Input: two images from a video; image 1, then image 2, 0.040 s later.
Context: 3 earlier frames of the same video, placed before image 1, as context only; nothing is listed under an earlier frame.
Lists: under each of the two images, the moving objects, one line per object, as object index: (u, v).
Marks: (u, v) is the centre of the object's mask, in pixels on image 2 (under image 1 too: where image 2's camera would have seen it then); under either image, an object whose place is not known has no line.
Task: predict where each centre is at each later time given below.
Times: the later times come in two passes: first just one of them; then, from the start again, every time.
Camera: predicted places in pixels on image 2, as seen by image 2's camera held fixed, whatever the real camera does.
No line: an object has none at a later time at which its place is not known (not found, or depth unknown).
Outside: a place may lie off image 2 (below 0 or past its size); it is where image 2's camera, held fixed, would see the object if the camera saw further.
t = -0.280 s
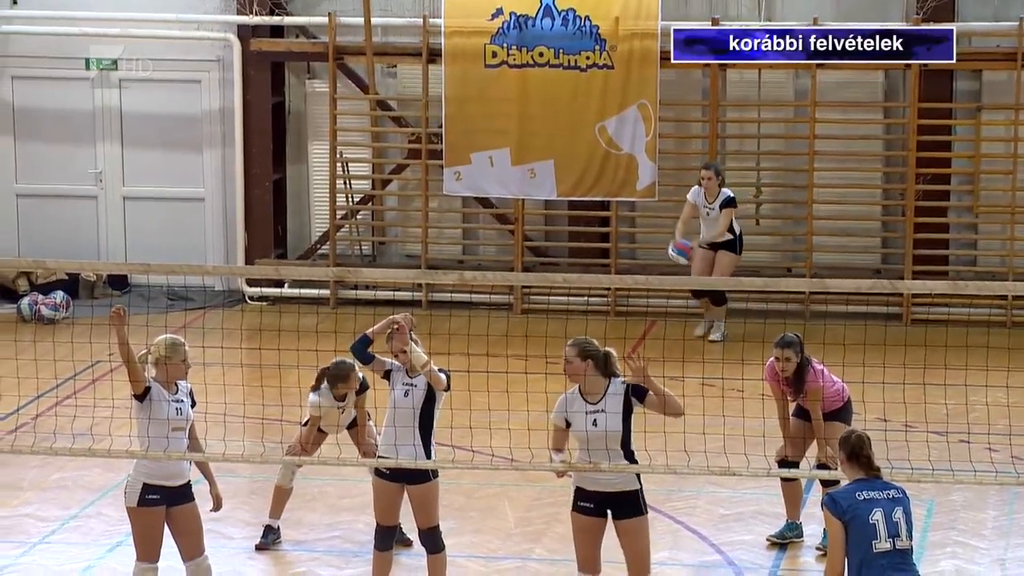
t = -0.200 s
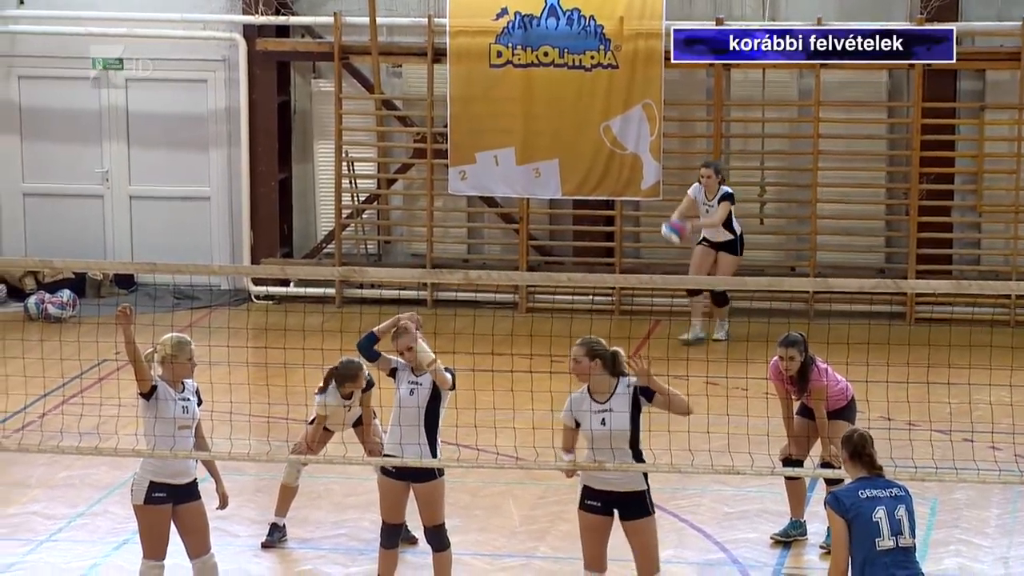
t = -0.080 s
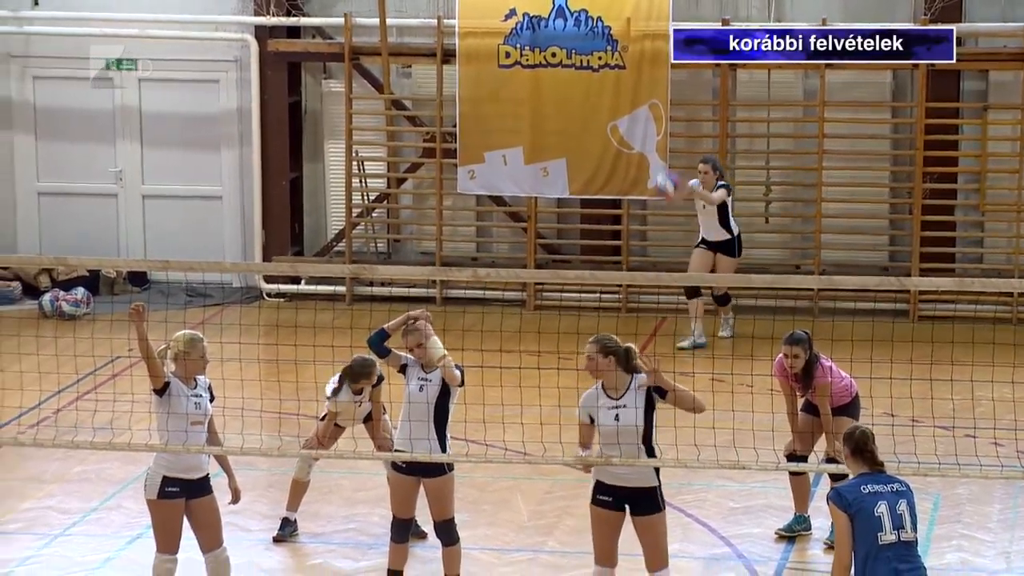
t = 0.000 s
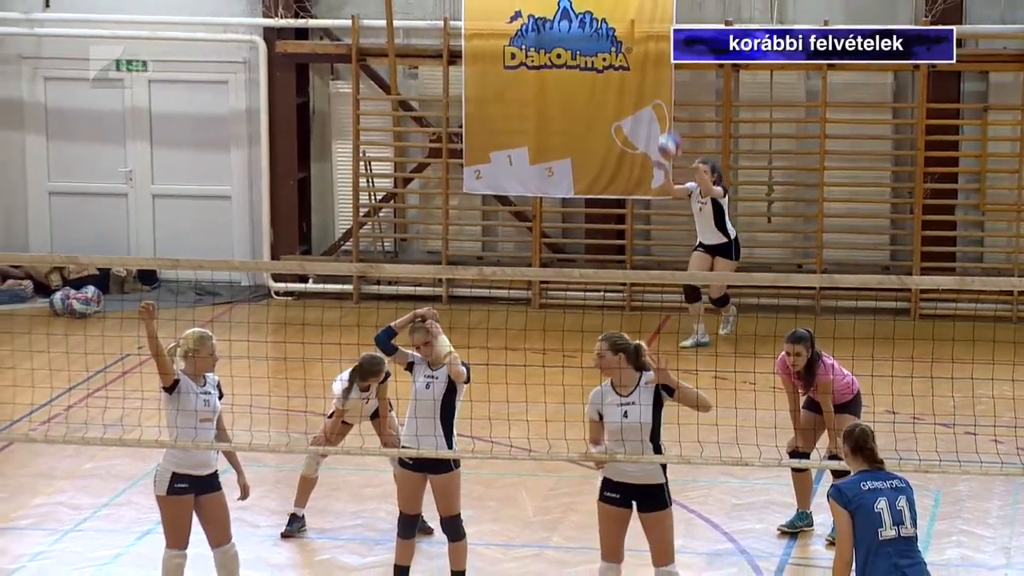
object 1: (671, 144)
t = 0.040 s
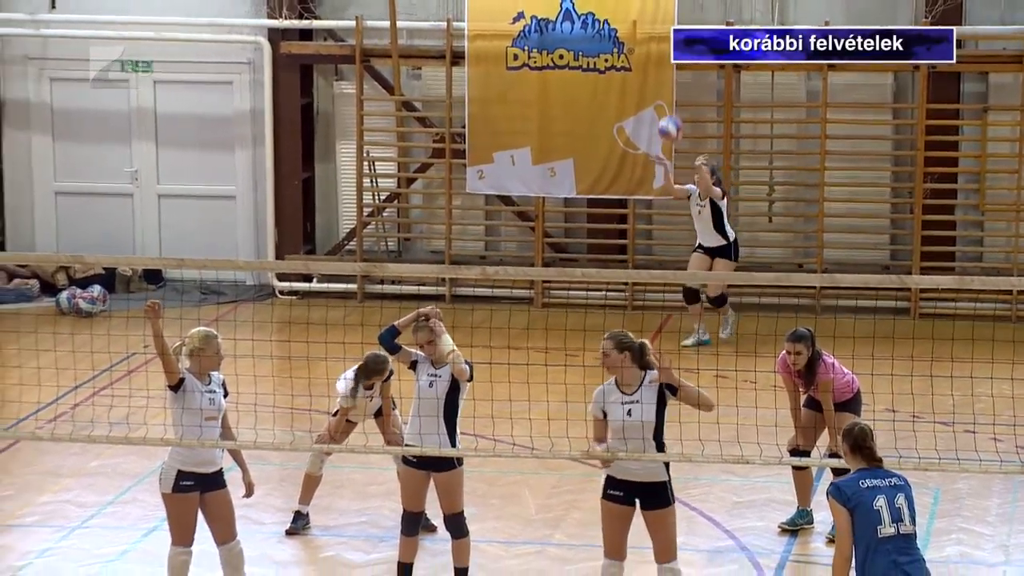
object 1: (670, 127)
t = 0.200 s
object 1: (666, 78)
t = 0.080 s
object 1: (669, 113)
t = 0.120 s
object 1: (668, 99)
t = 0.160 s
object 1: (667, 87)
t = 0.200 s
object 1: (666, 78)
